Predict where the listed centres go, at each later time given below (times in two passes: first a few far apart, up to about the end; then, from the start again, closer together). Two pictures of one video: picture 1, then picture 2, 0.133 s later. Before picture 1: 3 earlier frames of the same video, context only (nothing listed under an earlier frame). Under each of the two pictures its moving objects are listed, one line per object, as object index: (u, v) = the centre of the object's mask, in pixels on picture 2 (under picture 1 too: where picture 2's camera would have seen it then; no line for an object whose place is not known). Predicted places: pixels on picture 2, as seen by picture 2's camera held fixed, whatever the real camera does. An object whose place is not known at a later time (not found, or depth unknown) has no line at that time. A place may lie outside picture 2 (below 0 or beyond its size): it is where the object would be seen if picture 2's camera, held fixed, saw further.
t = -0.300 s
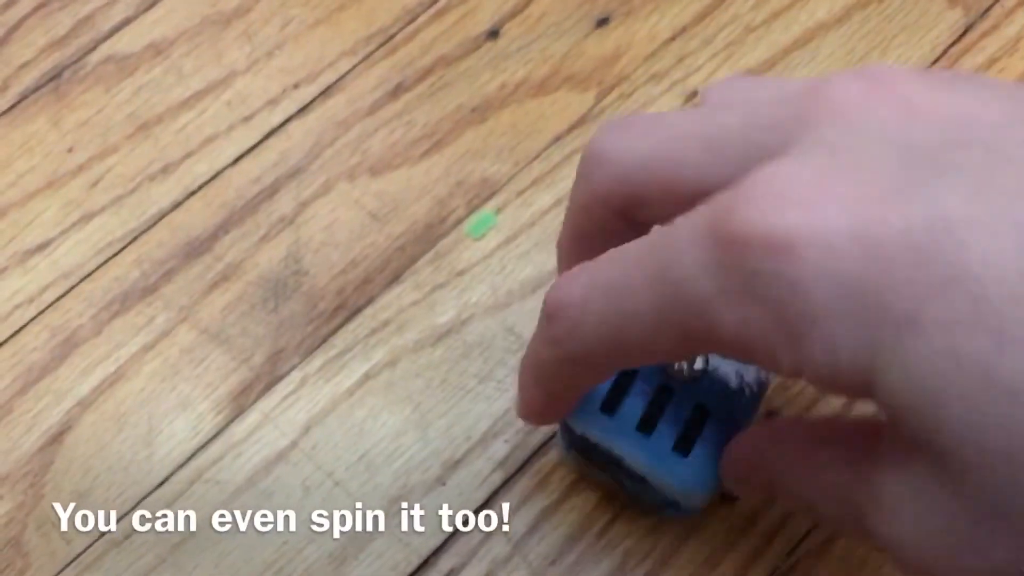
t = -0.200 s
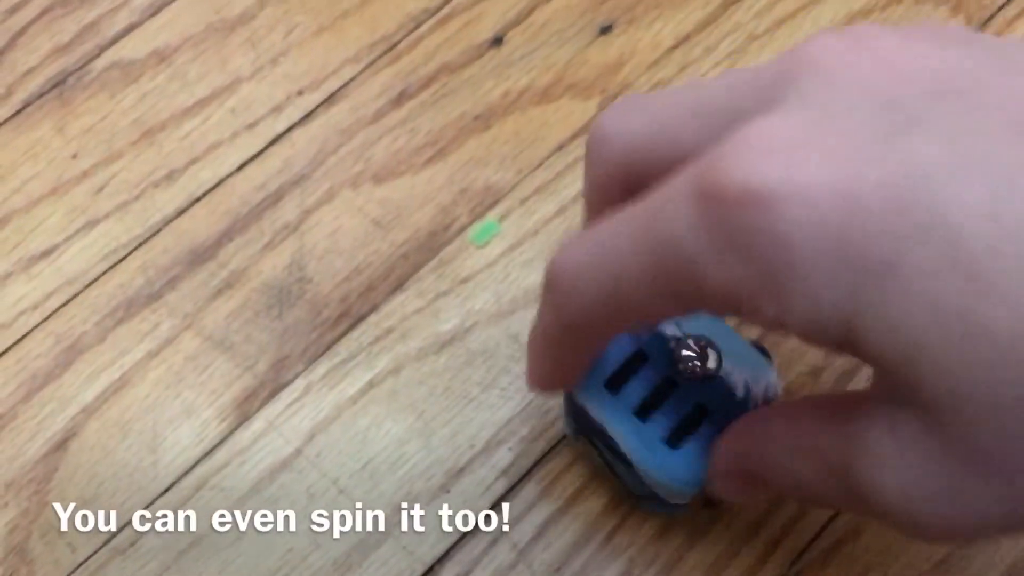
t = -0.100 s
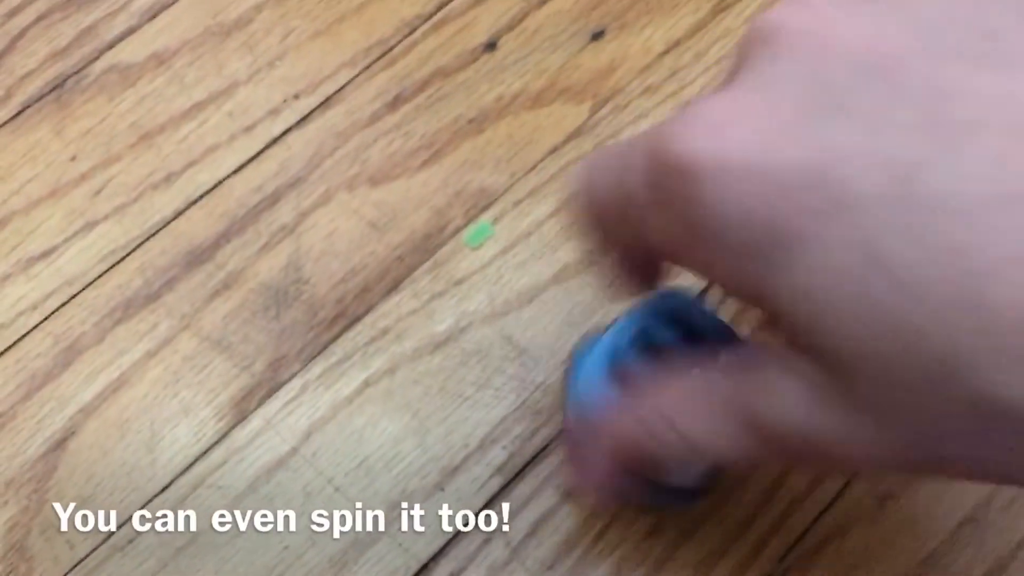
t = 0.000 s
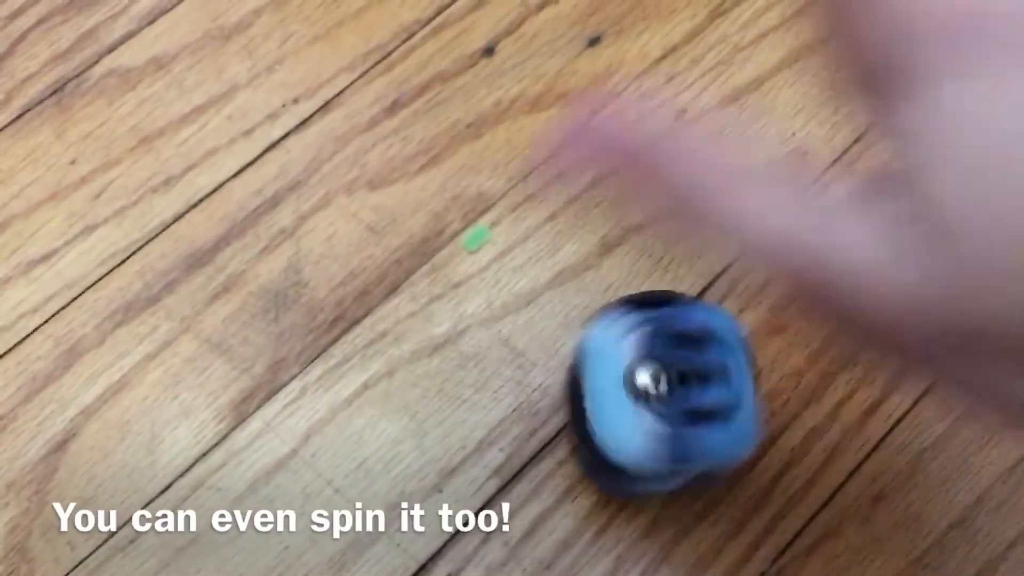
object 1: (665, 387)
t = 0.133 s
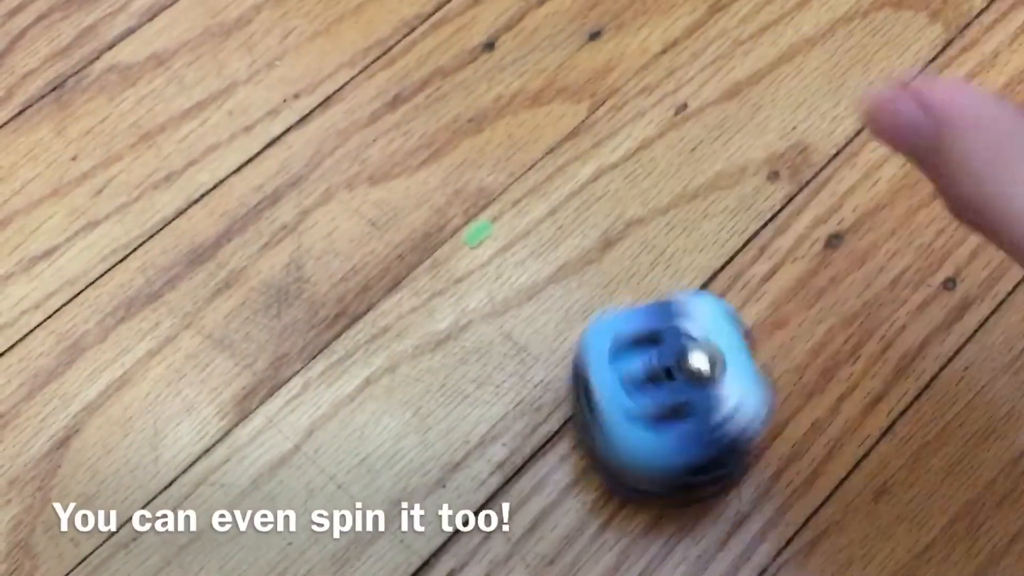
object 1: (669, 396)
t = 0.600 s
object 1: (670, 388)
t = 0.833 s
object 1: (661, 390)
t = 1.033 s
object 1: (669, 396)
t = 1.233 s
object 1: (670, 388)
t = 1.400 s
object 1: (662, 398)
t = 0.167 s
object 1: (662, 398)
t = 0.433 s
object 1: (669, 396)
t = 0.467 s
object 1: (662, 397)
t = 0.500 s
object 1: (660, 394)
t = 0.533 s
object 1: (661, 389)
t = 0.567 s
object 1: (665, 387)
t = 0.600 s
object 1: (670, 388)
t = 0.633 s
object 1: (673, 387)
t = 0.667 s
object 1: (676, 390)
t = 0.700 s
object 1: (672, 394)
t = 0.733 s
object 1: (667, 396)
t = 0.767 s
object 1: (662, 397)
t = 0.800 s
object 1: (661, 394)
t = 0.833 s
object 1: (661, 390)
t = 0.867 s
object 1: (664, 387)
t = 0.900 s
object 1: (668, 389)
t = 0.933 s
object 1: (671, 388)
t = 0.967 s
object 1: (676, 390)
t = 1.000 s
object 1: (674, 394)
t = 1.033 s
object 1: (669, 396)
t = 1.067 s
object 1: (663, 398)
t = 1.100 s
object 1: (661, 396)
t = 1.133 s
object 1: (663, 391)
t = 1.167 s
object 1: (662, 386)
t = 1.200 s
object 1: (666, 388)
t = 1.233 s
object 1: (670, 388)
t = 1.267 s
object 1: (674, 388)
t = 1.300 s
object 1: (677, 393)
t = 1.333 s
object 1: (671, 394)
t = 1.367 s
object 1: (667, 399)
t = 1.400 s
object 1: (662, 398)
